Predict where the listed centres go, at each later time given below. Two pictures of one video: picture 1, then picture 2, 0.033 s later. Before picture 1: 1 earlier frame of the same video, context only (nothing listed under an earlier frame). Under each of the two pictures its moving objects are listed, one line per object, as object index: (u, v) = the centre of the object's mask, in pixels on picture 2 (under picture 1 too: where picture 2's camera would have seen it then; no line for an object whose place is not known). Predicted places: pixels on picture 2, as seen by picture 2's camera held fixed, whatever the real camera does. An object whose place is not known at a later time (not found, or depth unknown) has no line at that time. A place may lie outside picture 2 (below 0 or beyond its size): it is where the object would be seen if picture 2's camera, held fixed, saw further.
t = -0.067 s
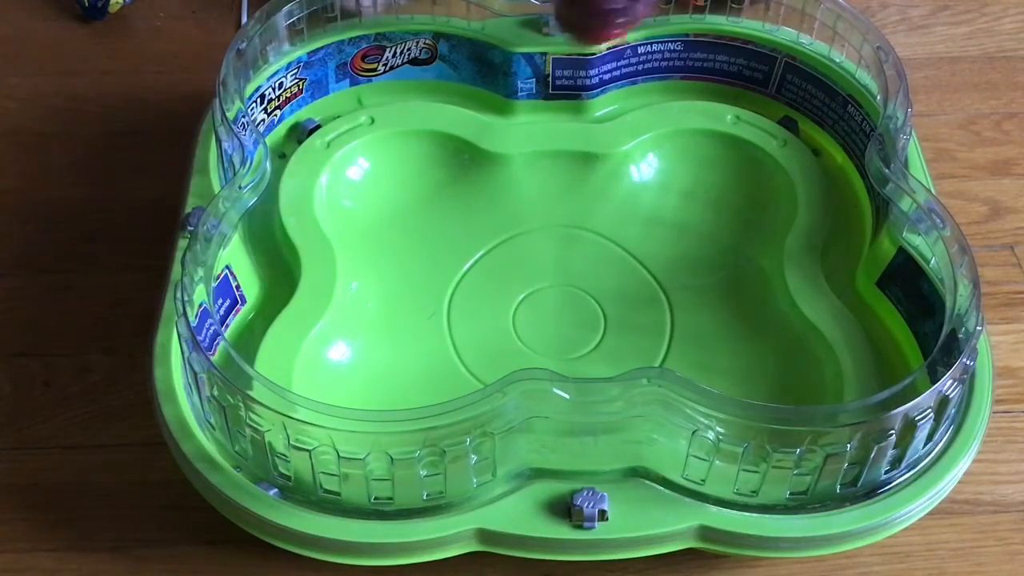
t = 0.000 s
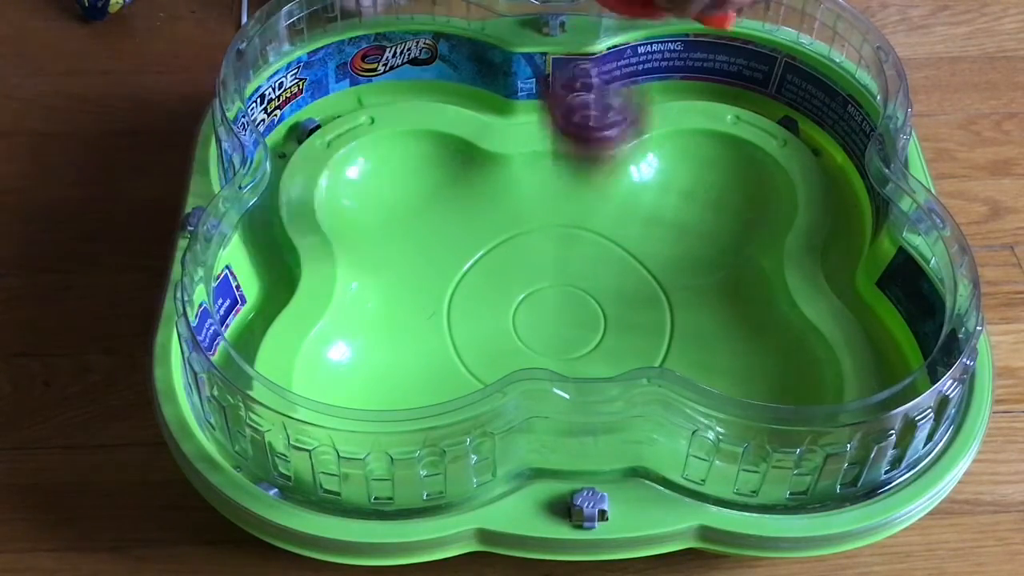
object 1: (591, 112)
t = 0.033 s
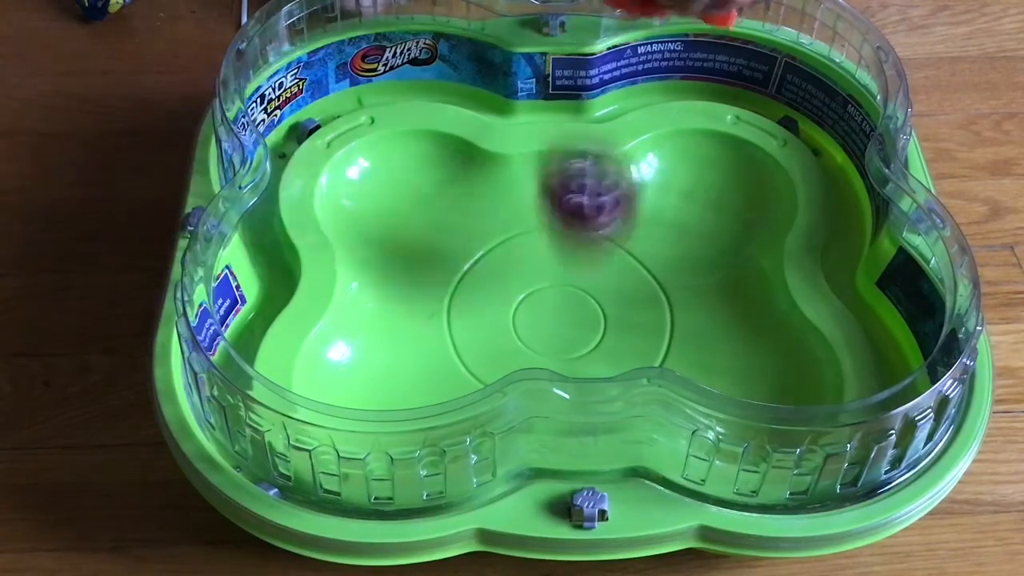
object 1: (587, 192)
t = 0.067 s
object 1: (581, 266)
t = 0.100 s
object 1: (573, 246)
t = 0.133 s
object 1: (564, 228)
